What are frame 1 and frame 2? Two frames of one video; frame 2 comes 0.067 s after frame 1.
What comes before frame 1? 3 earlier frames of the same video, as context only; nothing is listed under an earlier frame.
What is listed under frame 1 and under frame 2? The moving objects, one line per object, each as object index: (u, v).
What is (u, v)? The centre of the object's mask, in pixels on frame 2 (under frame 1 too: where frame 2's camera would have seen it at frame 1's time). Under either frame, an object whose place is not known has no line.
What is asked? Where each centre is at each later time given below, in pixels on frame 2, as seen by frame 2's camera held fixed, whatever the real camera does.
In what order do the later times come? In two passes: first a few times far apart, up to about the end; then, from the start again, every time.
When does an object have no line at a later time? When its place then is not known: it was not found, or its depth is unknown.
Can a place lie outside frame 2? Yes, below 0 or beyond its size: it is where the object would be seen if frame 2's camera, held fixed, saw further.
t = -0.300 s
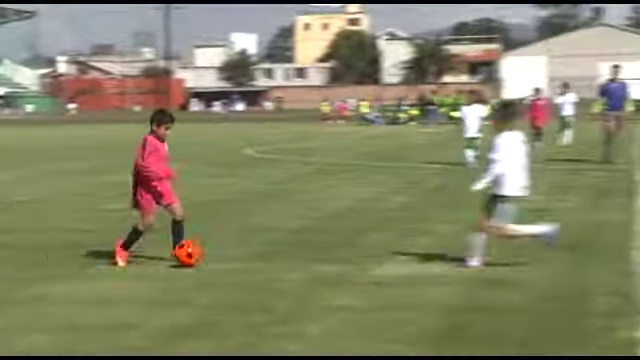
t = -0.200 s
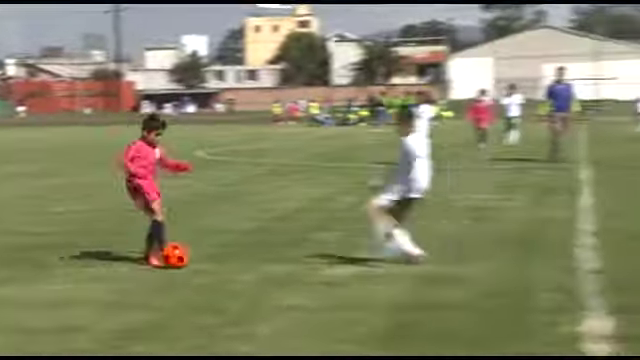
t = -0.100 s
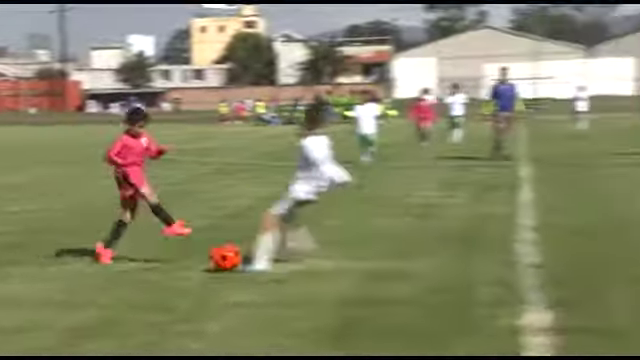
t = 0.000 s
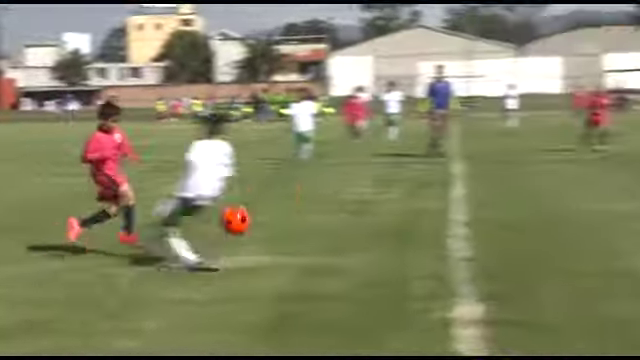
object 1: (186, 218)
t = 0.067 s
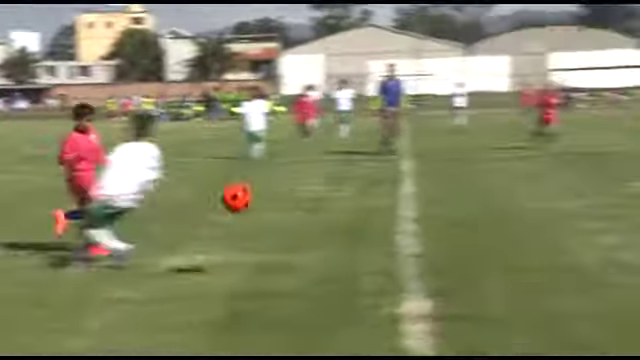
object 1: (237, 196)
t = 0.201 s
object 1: (346, 171)
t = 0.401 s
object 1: (541, 178)
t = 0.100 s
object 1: (264, 188)
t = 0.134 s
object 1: (290, 181)
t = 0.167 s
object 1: (317, 176)
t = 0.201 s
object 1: (346, 171)
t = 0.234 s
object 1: (376, 168)
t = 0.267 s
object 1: (407, 167)
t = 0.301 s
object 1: (439, 167)
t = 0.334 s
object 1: (471, 170)
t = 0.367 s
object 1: (506, 173)
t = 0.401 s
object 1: (541, 178)
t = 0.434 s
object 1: (577, 186)
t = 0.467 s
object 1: (616, 195)
